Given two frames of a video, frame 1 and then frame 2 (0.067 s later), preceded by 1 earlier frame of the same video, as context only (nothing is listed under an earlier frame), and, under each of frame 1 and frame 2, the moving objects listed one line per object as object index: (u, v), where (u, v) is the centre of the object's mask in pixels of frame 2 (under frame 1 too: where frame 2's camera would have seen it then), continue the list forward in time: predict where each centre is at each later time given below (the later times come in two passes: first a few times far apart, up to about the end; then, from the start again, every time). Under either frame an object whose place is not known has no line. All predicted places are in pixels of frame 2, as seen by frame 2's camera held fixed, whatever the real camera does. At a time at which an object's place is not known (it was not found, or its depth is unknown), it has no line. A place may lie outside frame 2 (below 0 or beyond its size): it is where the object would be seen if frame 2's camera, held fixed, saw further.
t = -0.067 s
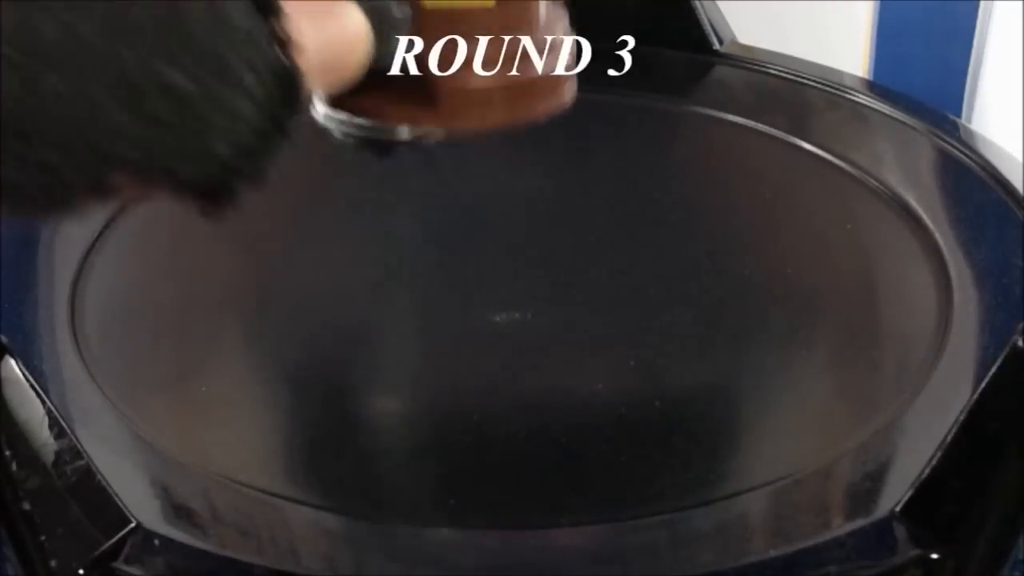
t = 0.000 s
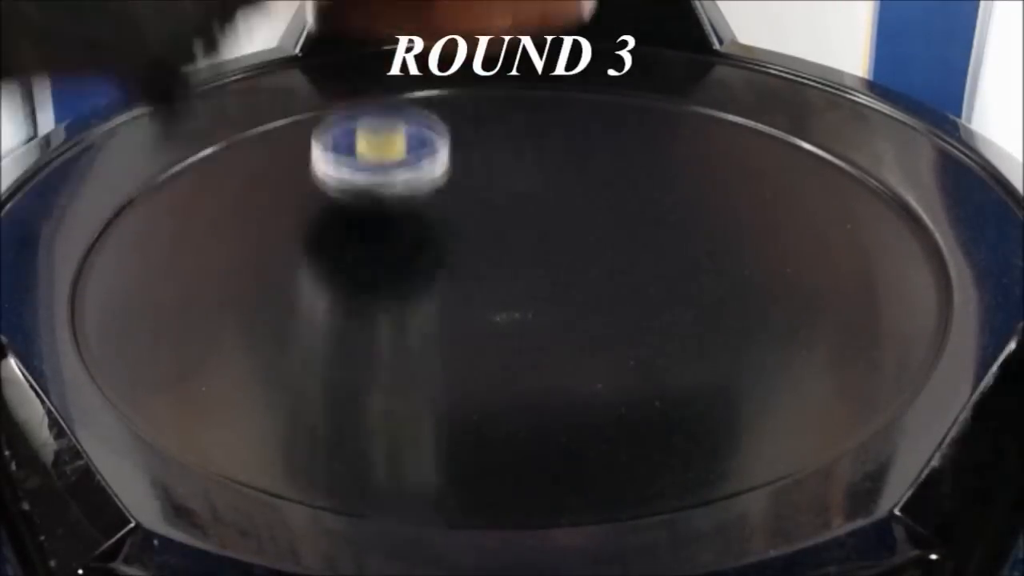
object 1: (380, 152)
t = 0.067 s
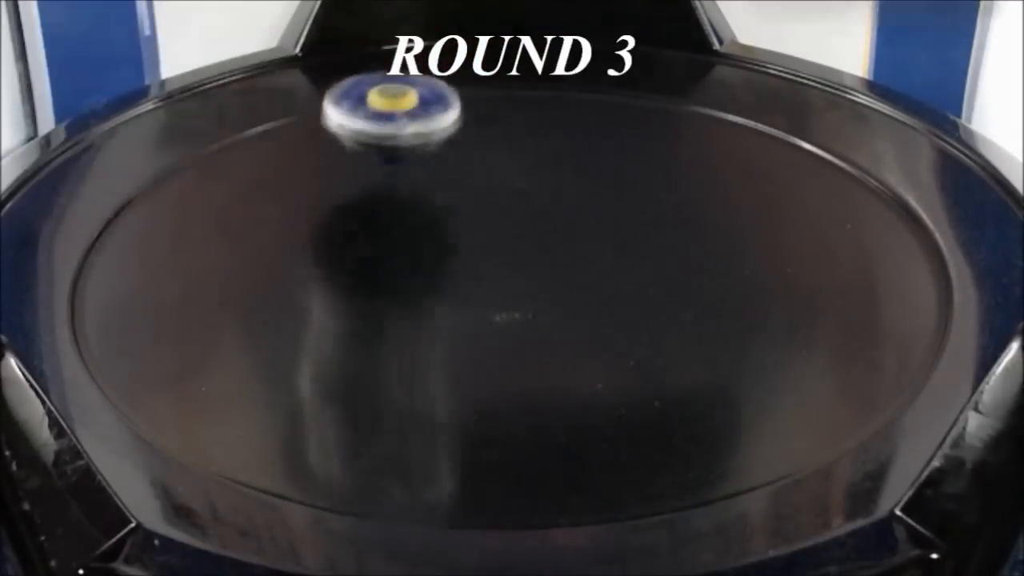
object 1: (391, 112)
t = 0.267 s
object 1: (475, 164)
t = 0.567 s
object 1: (550, 283)
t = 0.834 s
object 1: (583, 259)
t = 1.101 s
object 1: (577, 219)
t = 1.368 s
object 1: (533, 215)
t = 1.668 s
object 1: (513, 239)
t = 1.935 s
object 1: (516, 256)
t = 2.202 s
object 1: (520, 267)
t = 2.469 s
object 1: (523, 273)
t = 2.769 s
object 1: (516, 277)
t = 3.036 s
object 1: (504, 281)
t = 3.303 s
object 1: (492, 282)
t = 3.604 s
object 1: (479, 279)
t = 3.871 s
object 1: (470, 273)
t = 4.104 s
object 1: (466, 269)
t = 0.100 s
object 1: (400, 126)
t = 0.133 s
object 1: (411, 126)
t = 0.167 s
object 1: (426, 133)
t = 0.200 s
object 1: (441, 136)
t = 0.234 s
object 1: (458, 150)
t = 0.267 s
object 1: (475, 164)
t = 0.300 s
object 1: (490, 179)
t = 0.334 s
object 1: (505, 194)
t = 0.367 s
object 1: (517, 210)
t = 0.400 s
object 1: (527, 227)
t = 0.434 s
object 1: (535, 242)
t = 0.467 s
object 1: (541, 256)
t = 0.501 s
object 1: (545, 267)
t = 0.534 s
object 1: (548, 276)
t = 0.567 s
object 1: (550, 283)
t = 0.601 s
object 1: (552, 286)
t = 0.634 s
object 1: (553, 287)
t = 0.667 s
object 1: (556, 286)
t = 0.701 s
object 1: (560, 282)
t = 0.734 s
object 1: (566, 277)
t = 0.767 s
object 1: (572, 271)
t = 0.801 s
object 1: (578, 265)
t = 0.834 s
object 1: (583, 259)
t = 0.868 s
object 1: (586, 253)
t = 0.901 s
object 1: (589, 247)
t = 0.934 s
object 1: (590, 242)
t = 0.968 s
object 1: (589, 237)
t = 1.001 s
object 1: (588, 232)
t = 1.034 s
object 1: (585, 227)
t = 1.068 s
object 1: (581, 222)
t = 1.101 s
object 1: (577, 219)
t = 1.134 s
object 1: (573, 216)
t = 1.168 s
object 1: (568, 213)
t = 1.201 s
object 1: (562, 212)
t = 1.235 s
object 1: (556, 211)
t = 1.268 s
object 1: (550, 211)
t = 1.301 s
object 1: (544, 212)
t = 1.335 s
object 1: (538, 213)
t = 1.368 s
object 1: (533, 215)
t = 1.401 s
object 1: (528, 217)
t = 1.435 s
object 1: (525, 220)
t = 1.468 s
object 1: (522, 223)
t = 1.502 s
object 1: (519, 226)
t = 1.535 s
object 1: (517, 228)
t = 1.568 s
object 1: (516, 231)
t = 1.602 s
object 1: (515, 234)
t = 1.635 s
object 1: (514, 236)
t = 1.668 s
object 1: (513, 239)
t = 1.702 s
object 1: (512, 241)
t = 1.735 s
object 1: (513, 244)
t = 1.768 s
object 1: (513, 246)
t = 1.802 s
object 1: (514, 248)
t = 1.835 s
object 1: (514, 250)
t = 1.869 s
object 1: (515, 253)
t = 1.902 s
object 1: (515, 255)
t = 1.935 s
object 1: (516, 256)
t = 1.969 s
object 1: (516, 257)
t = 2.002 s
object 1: (517, 259)
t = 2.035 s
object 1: (517, 260)
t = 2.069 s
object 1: (517, 262)
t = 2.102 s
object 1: (518, 263)
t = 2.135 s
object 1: (518, 265)
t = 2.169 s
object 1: (519, 266)
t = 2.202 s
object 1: (520, 267)
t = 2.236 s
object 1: (521, 268)
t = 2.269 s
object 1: (522, 269)
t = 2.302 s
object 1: (522, 269)
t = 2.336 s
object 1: (522, 270)
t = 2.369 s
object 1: (523, 271)
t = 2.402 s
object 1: (522, 272)
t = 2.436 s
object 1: (523, 273)
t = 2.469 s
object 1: (523, 273)
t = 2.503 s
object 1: (522, 274)
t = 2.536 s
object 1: (522, 274)
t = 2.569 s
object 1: (521, 275)
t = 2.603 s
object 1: (521, 275)
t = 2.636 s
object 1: (520, 275)
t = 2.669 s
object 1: (519, 276)
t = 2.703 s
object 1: (518, 276)
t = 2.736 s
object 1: (517, 277)
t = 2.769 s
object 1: (516, 277)
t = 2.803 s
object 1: (515, 278)
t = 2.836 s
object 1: (513, 278)
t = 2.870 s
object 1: (512, 278)
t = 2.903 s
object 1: (510, 279)
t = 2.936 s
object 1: (509, 279)
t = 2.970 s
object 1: (507, 280)
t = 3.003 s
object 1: (506, 280)
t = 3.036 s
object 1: (504, 281)
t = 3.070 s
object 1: (502, 281)
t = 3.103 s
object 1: (501, 281)
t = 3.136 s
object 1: (500, 281)
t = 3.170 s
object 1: (498, 281)
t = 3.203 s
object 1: (497, 282)
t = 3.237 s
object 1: (495, 282)
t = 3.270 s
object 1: (493, 282)
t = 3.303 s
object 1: (492, 282)
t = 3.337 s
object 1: (490, 282)
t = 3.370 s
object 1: (489, 281)
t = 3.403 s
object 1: (487, 281)
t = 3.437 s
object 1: (486, 281)
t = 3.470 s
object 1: (484, 281)
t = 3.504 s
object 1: (483, 281)
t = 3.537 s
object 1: (482, 280)
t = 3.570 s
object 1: (480, 280)
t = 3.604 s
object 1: (479, 279)
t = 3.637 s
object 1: (478, 279)
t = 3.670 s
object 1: (477, 276)
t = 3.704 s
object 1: (475, 277)
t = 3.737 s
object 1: (474, 277)
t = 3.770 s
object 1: (473, 277)
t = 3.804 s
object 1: (472, 276)
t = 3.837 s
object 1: (471, 276)
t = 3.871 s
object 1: (470, 273)
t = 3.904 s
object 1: (469, 273)
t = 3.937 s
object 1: (469, 272)
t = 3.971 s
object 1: (468, 272)
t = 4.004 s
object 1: (467, 271)
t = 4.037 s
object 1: (467, 270)
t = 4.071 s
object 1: (466, 270)
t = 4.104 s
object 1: (466, 269)
